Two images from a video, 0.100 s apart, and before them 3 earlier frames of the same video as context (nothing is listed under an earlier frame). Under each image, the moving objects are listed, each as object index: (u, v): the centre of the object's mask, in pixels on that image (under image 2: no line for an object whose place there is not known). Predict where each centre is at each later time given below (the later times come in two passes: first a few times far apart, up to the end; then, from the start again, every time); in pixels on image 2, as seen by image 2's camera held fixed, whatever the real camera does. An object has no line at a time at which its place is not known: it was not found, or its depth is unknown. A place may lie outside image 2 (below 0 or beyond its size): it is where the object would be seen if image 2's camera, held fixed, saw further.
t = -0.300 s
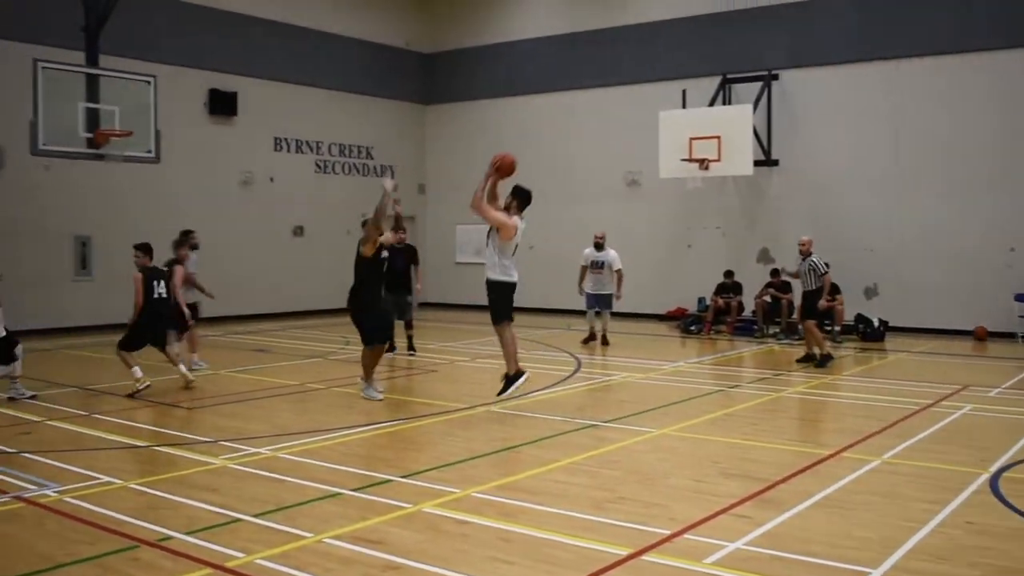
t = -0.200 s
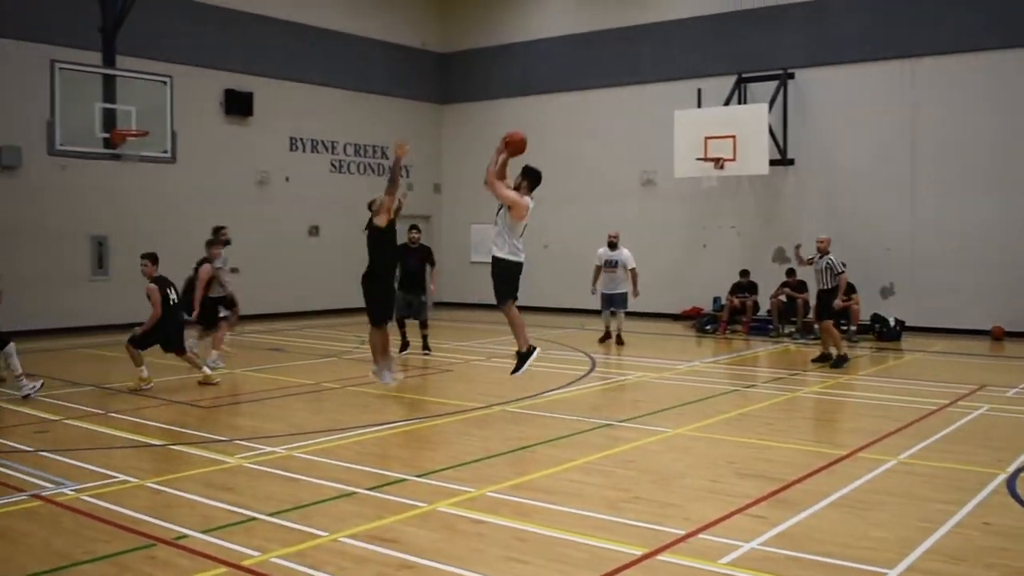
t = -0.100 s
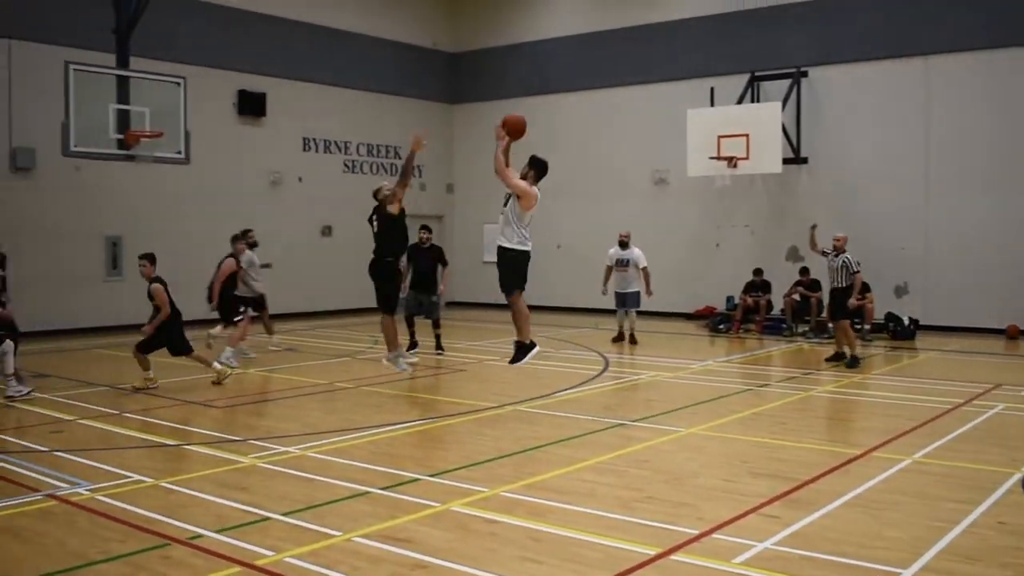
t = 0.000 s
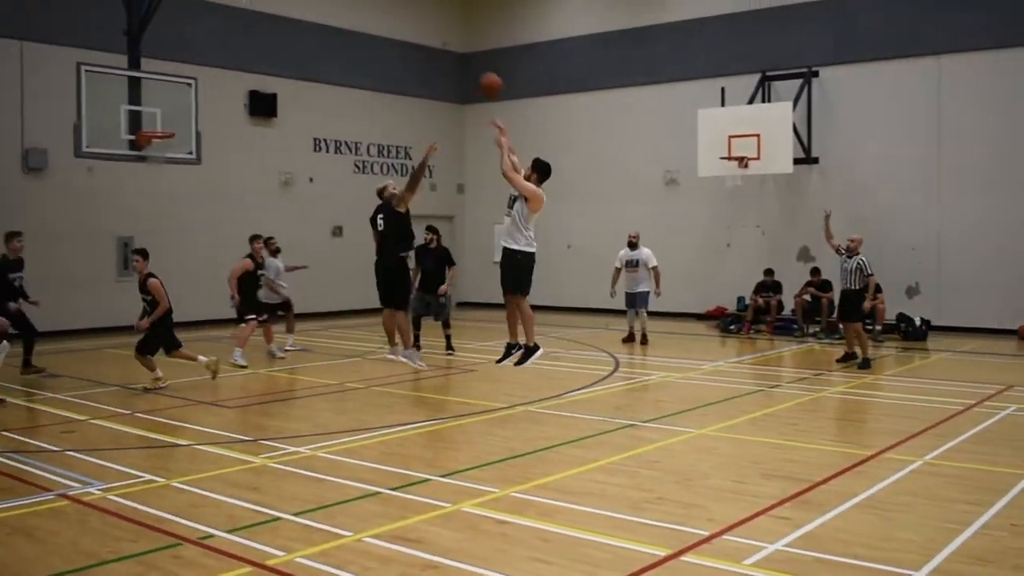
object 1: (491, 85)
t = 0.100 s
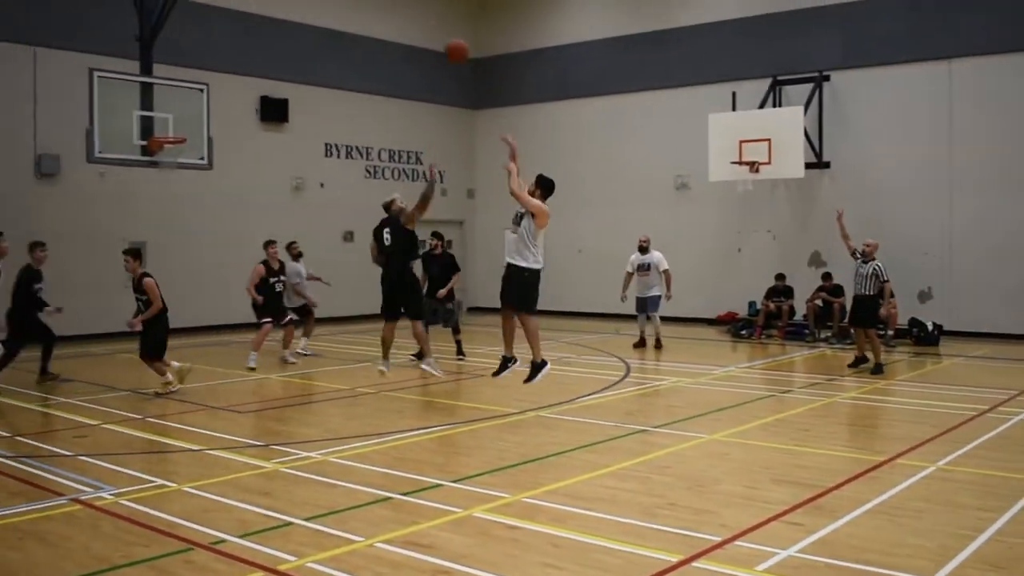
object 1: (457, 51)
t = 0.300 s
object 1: (379, 7)
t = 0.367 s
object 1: (356, 3)
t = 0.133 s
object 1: (442, 40)
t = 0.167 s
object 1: (429, 31)
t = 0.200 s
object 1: (416, 23)
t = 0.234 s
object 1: (402, 17)
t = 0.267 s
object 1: (390, 12)
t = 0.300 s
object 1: (379, 7)
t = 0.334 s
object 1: (367, 5)
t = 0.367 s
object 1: (356, 3)
